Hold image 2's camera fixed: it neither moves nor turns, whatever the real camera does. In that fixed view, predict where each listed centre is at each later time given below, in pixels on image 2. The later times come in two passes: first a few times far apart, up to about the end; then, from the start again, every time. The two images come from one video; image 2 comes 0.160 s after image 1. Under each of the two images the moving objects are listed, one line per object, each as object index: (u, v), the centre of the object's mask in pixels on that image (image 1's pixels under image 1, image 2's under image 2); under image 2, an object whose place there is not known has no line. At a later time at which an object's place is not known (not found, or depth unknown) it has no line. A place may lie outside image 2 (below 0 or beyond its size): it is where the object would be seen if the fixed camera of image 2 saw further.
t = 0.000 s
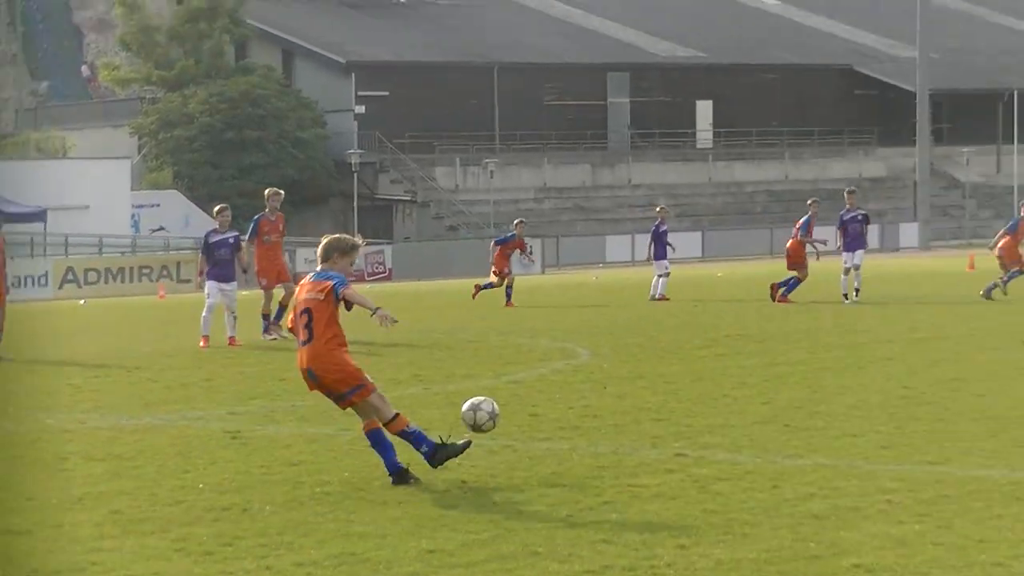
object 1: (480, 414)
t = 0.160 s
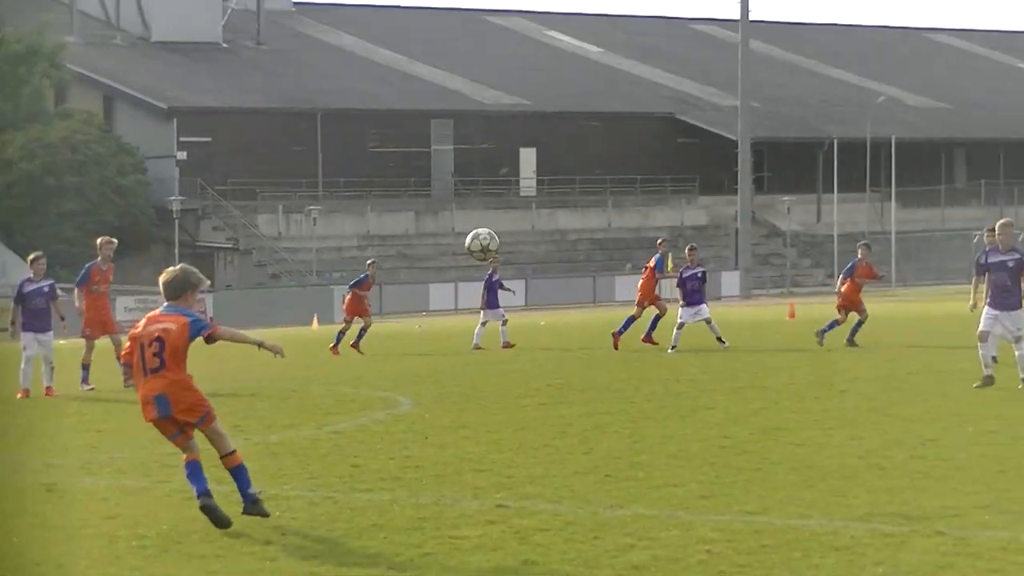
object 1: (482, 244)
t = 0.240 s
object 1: (548, 170)
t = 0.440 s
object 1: (668, 66)
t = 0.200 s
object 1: (517, 204)
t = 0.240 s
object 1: (548, 170)
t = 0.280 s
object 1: (576, 141)
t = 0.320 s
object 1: (603, 118)
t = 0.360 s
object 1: (627, 97)
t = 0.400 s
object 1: (649, 79)
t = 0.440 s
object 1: (668, 66)
